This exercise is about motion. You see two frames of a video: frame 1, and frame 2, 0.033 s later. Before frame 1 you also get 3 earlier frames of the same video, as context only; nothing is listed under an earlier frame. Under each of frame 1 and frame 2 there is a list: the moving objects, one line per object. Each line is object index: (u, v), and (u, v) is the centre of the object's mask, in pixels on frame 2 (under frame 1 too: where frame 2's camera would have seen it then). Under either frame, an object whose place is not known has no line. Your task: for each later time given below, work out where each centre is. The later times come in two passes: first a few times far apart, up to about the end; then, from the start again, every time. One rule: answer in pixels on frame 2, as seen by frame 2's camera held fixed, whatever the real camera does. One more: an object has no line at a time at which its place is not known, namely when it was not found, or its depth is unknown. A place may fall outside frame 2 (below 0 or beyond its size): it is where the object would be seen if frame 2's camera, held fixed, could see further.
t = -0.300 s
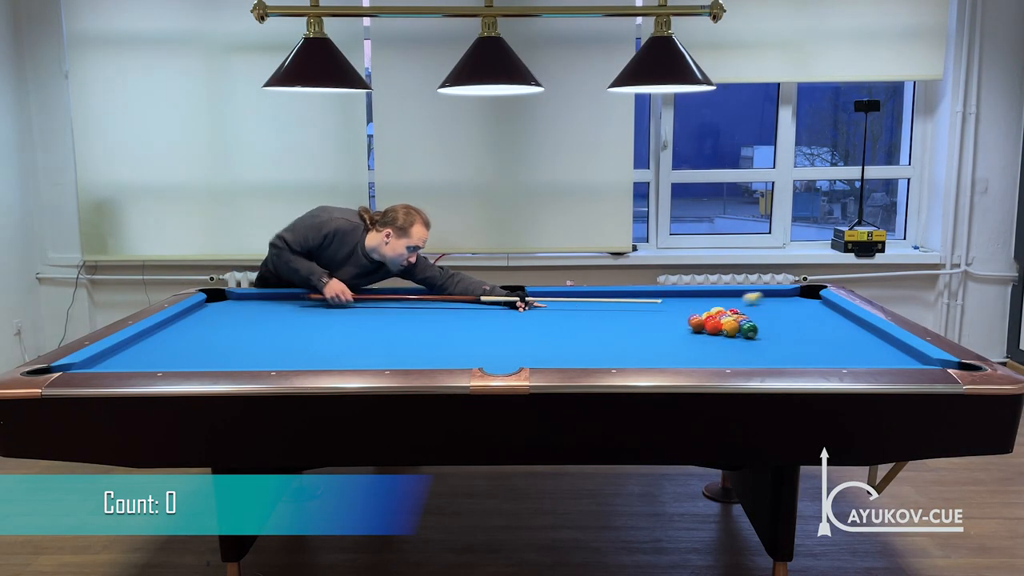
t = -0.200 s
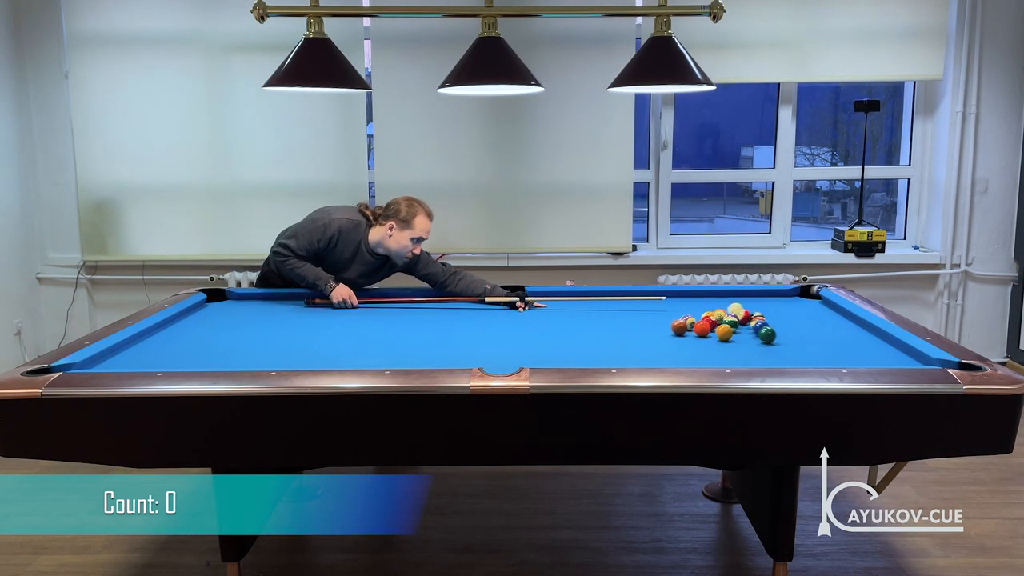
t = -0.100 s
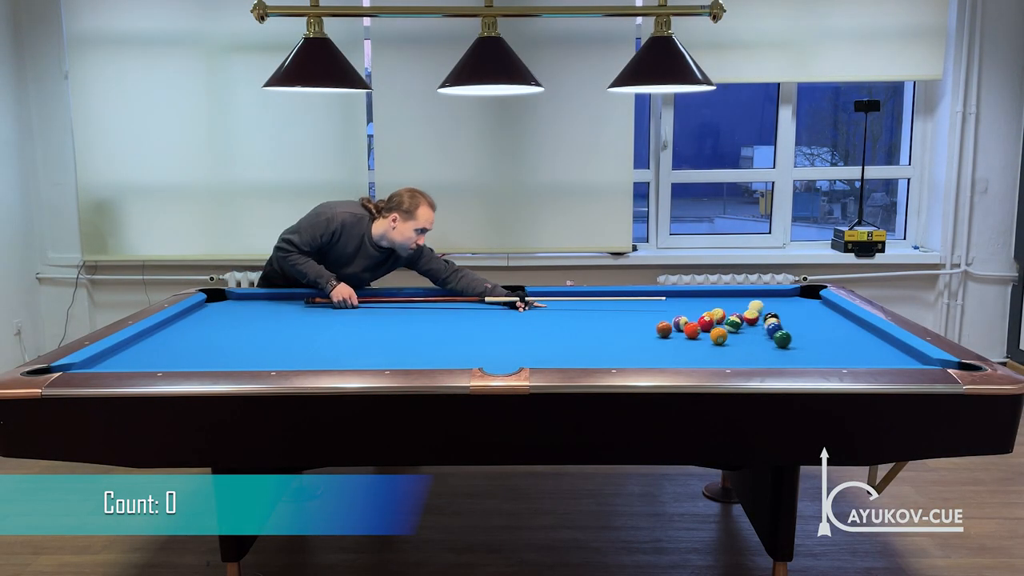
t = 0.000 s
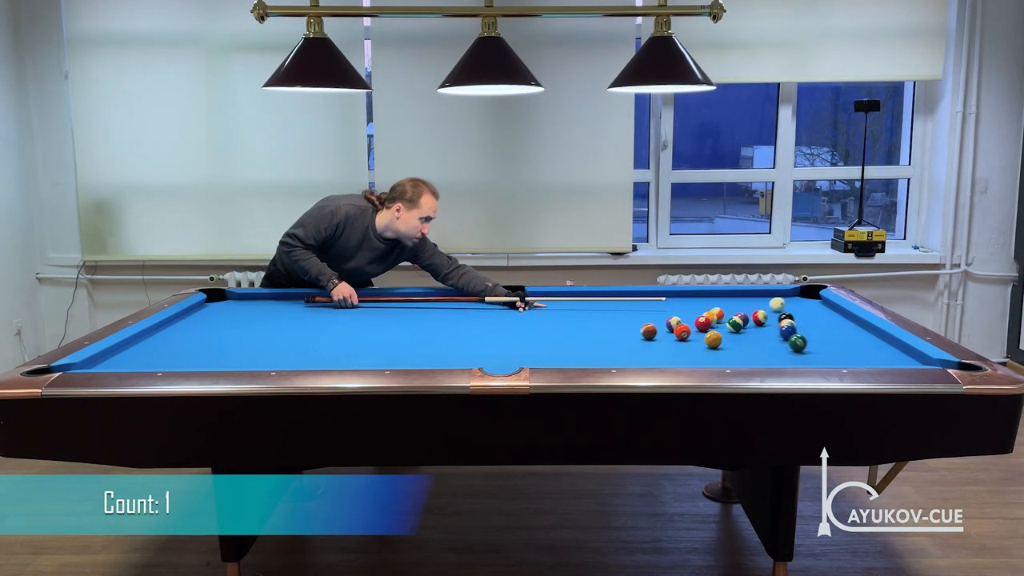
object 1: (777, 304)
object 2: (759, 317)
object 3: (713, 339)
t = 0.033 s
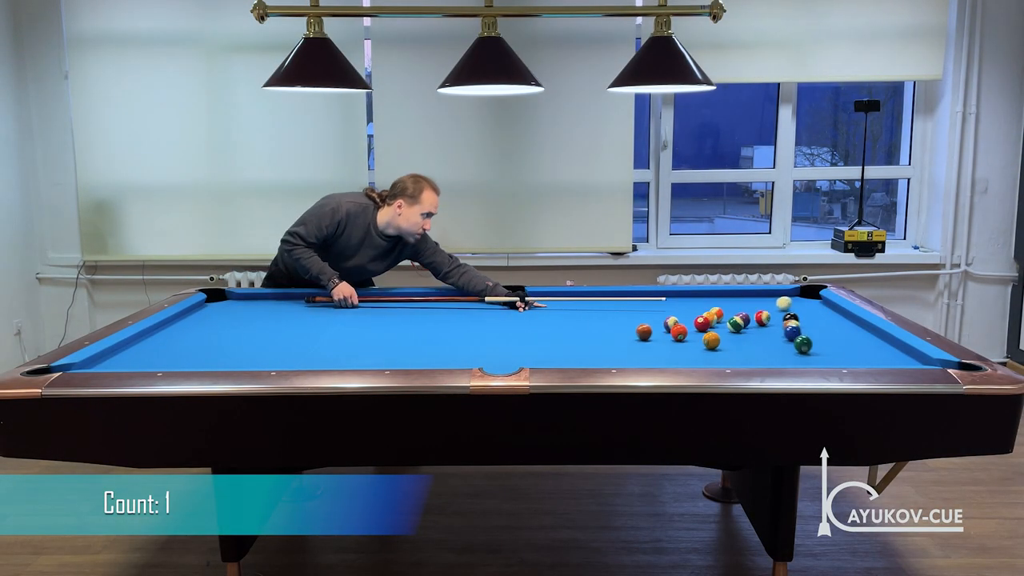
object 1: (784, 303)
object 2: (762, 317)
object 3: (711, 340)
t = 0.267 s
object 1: (808, 297)
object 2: (780, 319)
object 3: (698, 349)
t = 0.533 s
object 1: (767, 292)
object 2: (801, 319)
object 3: (682, 357)
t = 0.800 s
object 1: (741, 296)
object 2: (817, 321)
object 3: (664, 360)
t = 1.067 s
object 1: (716, 299)
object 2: (811, 322)
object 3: (648, 358)
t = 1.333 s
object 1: (691, 303)
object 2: (806, 323)
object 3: (633, 355)
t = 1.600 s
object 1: (667, 306)
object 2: (802, 324)
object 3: (621, 353)
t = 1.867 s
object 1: (643, 310)
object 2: (799, 324)
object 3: (609, 349)
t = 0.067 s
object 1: (790, 302)
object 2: (765, 318)
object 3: (709, 342)
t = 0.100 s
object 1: (797, 301)
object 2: (767, 318)
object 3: (707, 343)
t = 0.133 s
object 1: (804, 301)
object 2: (770, 318)
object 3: (705, 344)
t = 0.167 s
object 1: (811, 300)
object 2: (773, 318)
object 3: (703, 345)
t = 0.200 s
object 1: (817, 299)
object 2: (775, 318)
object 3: (701, 346)
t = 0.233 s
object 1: (814, 298)
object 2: (778, 318)
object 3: (700, 348)
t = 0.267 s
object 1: (808, 297)
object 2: (780, 319)
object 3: (698, 349)
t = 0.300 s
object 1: (801, 296)
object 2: (783, 319)
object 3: (696, 350)
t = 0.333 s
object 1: (795, 295)
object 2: (786, 319)
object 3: (694, 351)
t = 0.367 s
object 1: (790, 295)
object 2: (788, 319)
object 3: (692, 353)
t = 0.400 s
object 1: (785, 294)
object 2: (791, 319)
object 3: (690, 354)
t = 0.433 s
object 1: (780, 293)
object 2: (793, 319)
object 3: (688, 355)
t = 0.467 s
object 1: (775, 293)
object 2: (796, 319)
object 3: (686, 356)
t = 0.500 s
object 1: (770, 292)
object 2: (798, 320)
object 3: (684, 356)
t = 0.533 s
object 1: (767, 292)
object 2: (801, 319)
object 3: (682, 357)
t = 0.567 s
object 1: (763, 293)
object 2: (803, 320)
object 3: (680, 358)
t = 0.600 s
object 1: (760, 293)
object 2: (806, 320)
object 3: (678, 359)
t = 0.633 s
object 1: (757, 294)
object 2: (808, 320)
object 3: (676, 359)
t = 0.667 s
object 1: (754, 294)
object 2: (810, 320)
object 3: (673, 360)
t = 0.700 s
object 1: (751, 295)
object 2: (813, 320)
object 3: (671, 360)
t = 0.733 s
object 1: (747, 295)
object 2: (815, 321)
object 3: (669, 361)
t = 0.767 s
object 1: (744, 296)
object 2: (817, 321)
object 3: (667, 361)
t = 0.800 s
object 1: (741, 296)
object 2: (817, 321)
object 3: (664, 360)
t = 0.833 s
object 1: (738, 296)
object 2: (816, 321)
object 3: (662, 360)
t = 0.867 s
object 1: (735, 297)
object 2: (815, 321)
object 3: (660, 360)
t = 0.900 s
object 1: (732, 297)
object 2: (814, 321)
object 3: (658, 359)
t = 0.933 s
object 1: (729, 298)
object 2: (813, 321)
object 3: (656, 359)
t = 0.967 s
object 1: (725, 298)
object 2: (813, 322)
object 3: (654, 359)
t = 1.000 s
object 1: (722, 298)
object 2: (812, 322)
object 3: (652, 358)
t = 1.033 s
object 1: (719, 299)
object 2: (811, 322)
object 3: (650, 358)
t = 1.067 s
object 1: (716, 299)
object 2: (811, 322)
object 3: (648, 358)
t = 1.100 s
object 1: (713, 299)
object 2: (810, 322)
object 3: (646, 358)
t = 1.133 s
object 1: (710, 299)
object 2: (810, 322)
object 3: (644, 357)
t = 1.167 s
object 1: (707, 298)
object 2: (809, 322)
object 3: (642, 357)
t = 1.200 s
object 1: (703, 299)
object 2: (808, 323)
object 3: (641, 357)
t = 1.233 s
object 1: (699, 299)
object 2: (808, 323)
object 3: (639, 356)
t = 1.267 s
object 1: (696, 301)
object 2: (807, 322)
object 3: (637, 356)
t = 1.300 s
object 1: (693, 302)
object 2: (807, 323)
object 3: (635, 356)
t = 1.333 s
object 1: (691, 303)
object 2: (806, 323)
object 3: (633, 355)
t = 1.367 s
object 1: (688, 303)
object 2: (806, 323)
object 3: (632, 355)
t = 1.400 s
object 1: (685, 304)
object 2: (805, 323)
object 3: (630, 354)
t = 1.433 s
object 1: (682, 304)
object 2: (804, 323)
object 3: (629, 354)
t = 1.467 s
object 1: (679, 305)
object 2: (804, 323)
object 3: (627, 354)
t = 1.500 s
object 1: (676, 305)
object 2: (804, 323)
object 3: (626, 354)
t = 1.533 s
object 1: (673, 306)
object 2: (803, 323)
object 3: (624, 353)
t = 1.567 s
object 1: (670, 306)
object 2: (803, 323)
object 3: (622, 353)
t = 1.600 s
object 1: (667, 306)
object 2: (802, 324)
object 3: (621, 353)
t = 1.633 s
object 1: (664, 307)
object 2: (802, 324)
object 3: (619, 352)
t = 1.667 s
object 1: (661, 307)
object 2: (802, 324)
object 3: (618, 352)
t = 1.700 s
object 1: (658, 308)
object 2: (801, 324)
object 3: (616, 351)
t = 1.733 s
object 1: (655, 308)
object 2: (801, 324)
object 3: (615, 351)
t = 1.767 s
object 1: (652, 308)
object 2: (801, 324)
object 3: (613, 351)
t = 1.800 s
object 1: (649, 309)
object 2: (800, 324)
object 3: (612, 350)
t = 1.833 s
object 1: (646, 309)
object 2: (800, 324)
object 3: (611, 350)
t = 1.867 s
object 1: (643, 310)
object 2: (799, 324)
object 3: (609, 349)
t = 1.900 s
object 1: (640, 310)
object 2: (799, 324)
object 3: (608, 349)
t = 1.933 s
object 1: (638, 311)
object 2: (799, 325)
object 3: (607, 349)
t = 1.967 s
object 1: (635, 311)
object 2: (799, 325)
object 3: (605, 348)
